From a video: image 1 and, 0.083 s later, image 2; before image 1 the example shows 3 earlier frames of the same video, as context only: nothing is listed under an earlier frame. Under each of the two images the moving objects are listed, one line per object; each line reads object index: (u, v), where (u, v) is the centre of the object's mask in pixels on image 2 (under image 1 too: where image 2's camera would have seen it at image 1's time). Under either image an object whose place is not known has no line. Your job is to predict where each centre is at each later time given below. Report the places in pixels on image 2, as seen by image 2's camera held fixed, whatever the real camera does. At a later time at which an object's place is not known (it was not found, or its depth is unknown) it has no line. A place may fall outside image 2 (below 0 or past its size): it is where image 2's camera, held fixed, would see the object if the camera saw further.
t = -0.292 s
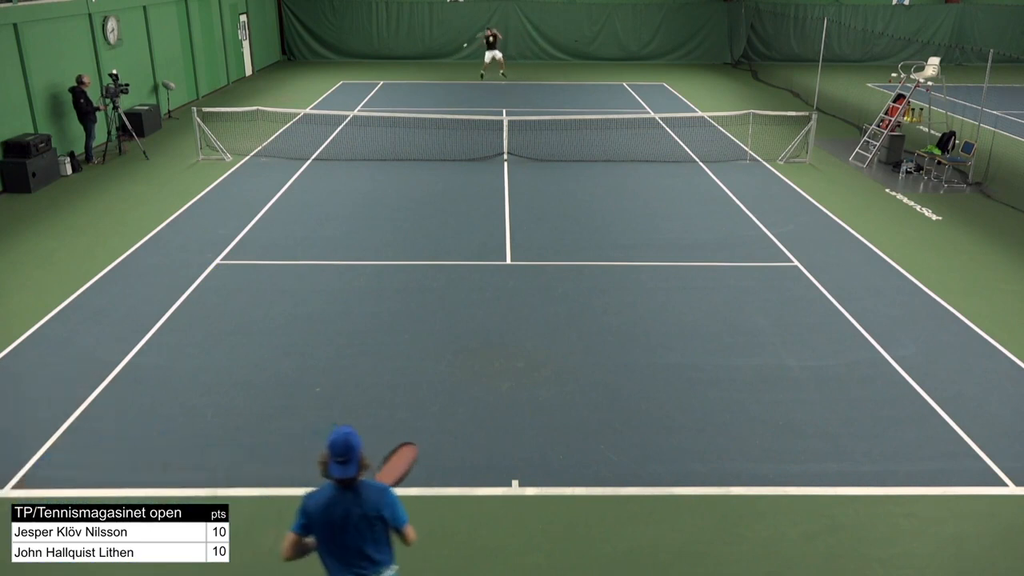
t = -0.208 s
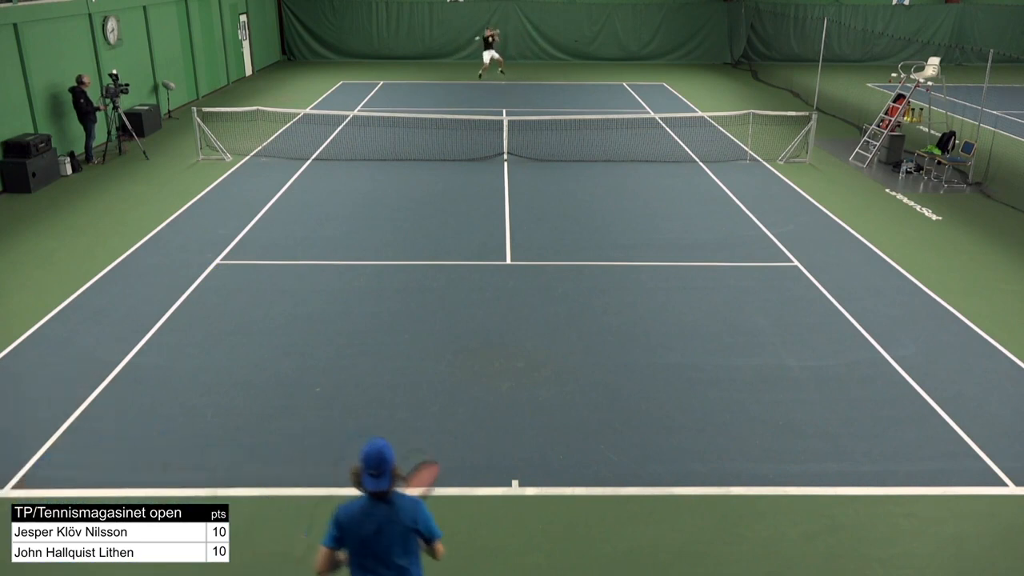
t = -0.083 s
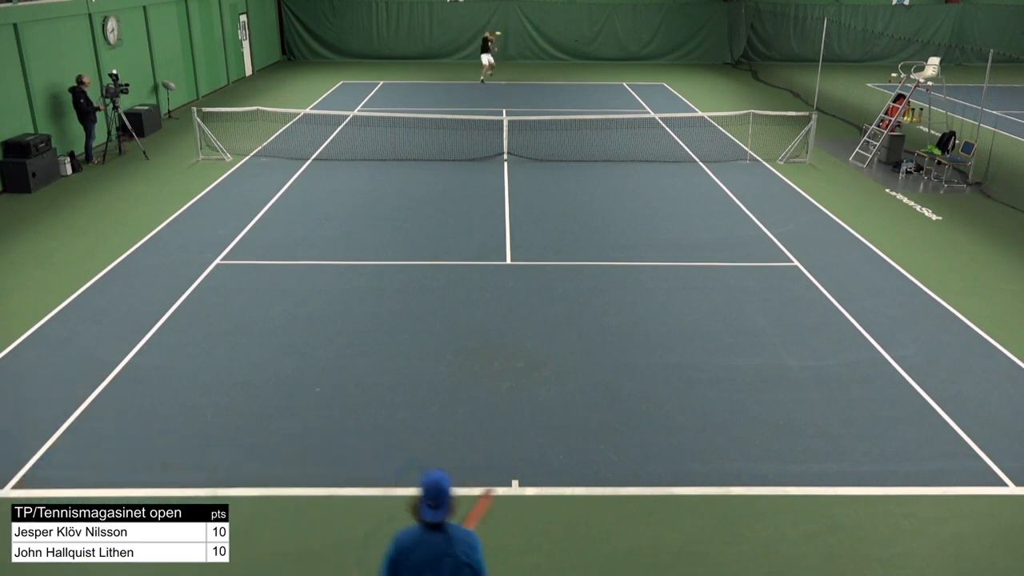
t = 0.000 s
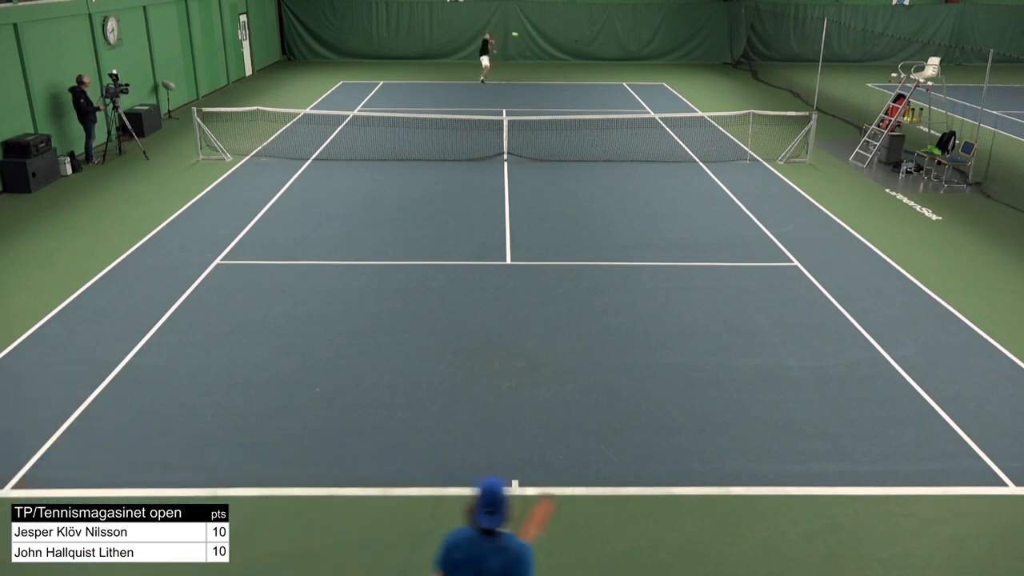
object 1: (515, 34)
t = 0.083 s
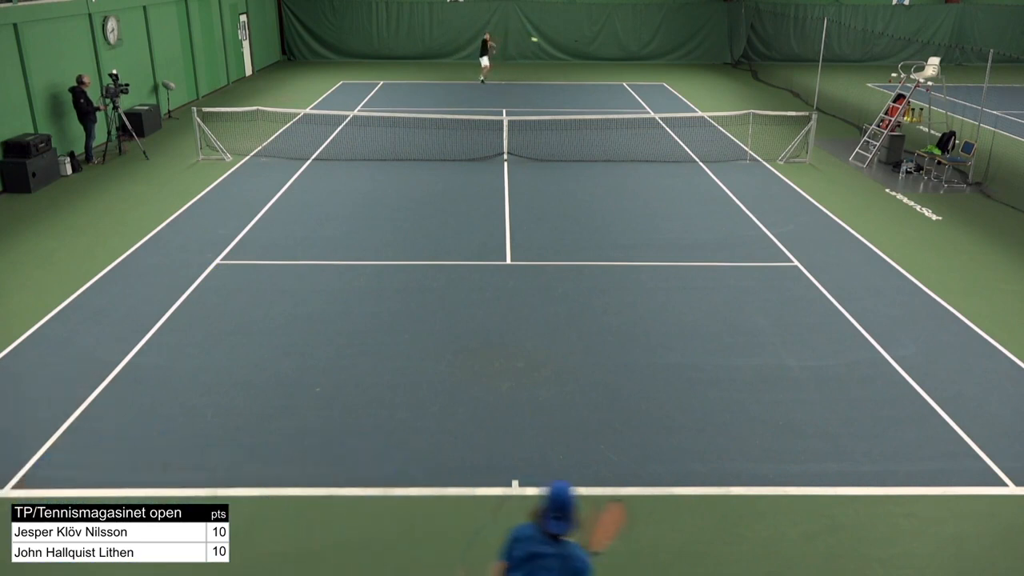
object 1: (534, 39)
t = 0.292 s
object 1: (598, 80)
